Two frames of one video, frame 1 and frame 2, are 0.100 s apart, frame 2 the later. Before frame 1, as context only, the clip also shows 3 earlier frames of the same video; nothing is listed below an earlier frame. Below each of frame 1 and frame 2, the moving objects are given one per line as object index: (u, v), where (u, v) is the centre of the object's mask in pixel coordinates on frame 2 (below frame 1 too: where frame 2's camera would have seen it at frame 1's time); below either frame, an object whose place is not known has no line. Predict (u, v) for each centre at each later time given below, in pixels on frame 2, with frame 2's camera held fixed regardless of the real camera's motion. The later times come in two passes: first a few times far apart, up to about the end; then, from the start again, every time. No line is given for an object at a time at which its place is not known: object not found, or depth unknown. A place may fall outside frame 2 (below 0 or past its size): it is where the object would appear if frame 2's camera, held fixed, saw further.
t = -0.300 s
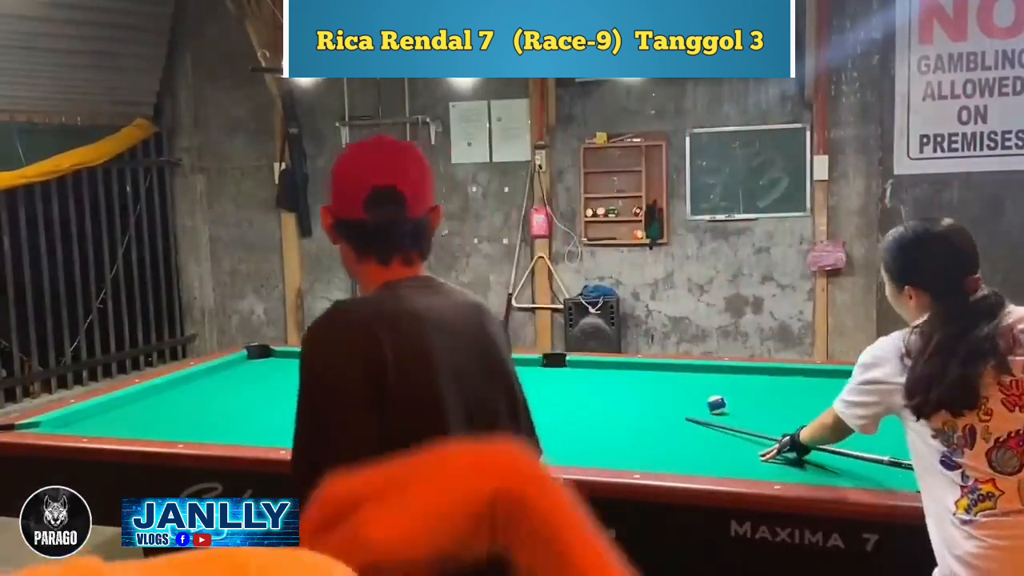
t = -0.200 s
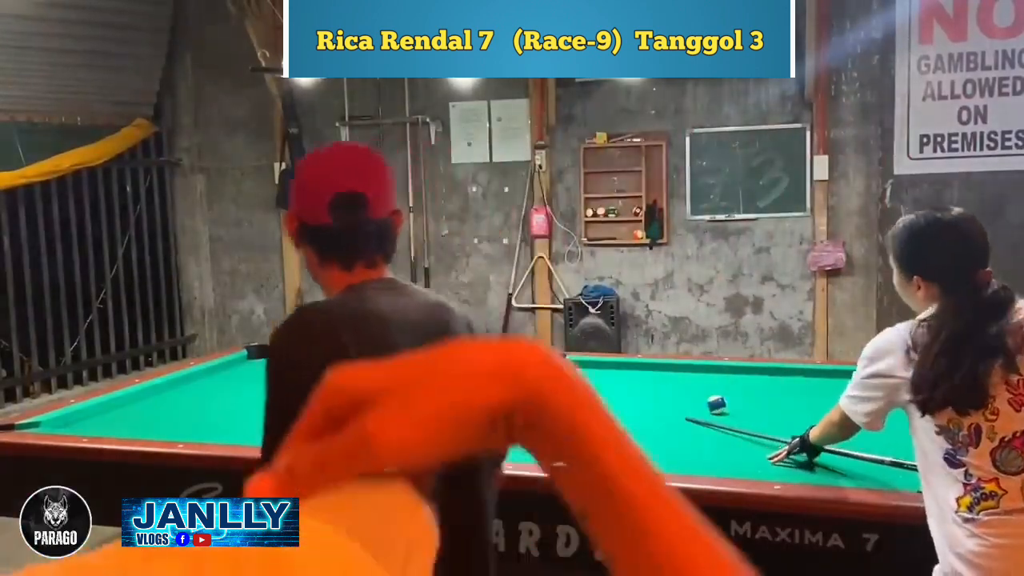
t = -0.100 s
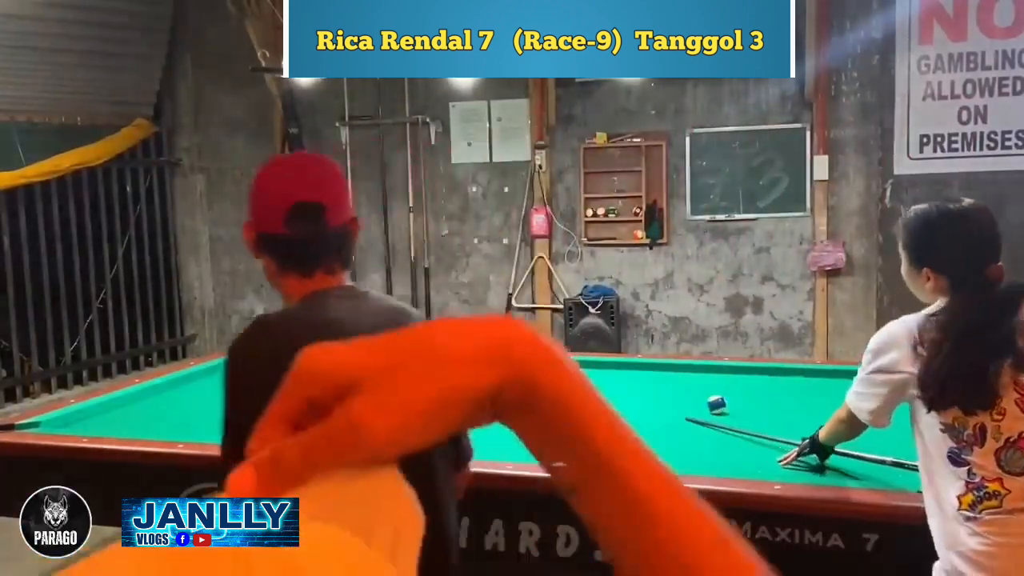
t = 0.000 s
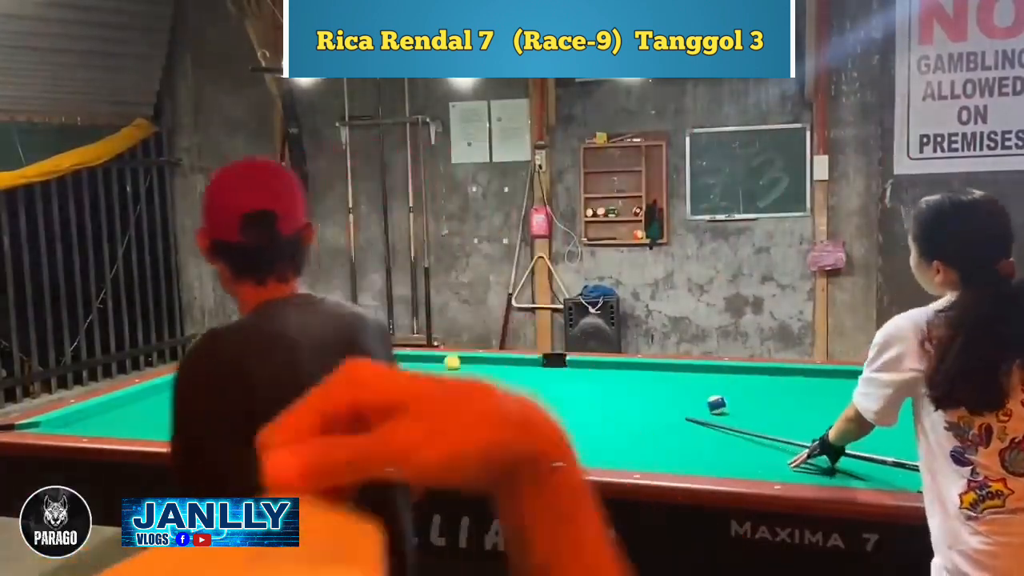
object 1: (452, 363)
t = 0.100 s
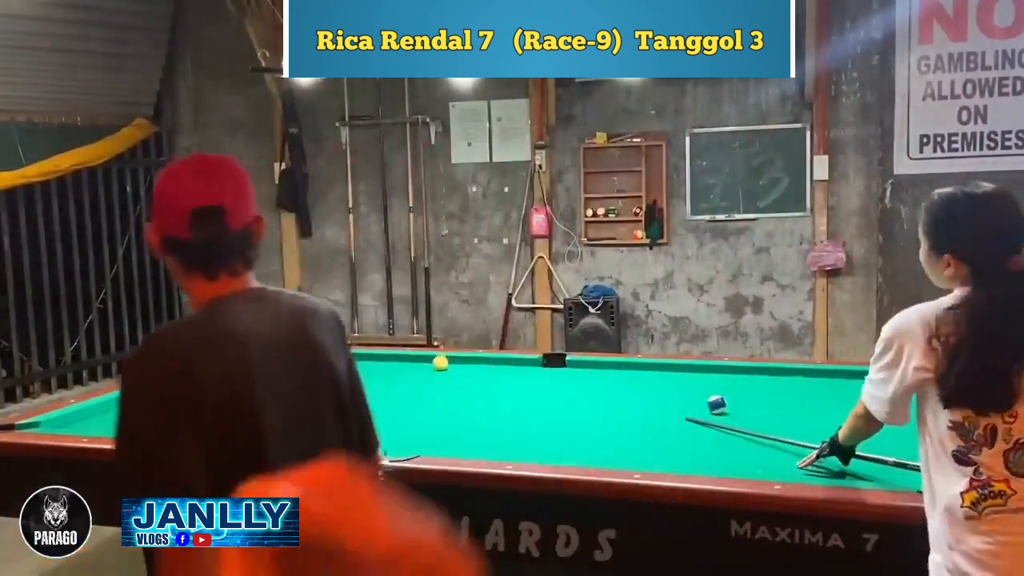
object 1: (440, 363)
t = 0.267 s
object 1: (422, 365)
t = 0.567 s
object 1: (390, 367)
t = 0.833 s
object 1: (362, 370)
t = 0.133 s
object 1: (436, 364)
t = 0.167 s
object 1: (432, 364)
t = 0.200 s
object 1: (429, 364)
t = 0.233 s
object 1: (425, 365)
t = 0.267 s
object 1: (422, 365)
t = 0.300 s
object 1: (418, 365)
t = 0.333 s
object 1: (414, 365)
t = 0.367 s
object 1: (410, 366)
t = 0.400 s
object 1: (407, 366)
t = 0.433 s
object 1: (403, 366)
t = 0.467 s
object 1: (400, 367)
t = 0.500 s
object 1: (396, 367)
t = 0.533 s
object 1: (393, 367)
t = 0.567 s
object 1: (390, 367)
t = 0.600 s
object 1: (386, 368)
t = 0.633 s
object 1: (383, 368)
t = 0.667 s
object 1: (379, 368)
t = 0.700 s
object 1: (375, 369)
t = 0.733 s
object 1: (372, 369)
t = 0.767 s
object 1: (369, 369)
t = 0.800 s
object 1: (365, 369)
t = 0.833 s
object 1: (362, 370)
